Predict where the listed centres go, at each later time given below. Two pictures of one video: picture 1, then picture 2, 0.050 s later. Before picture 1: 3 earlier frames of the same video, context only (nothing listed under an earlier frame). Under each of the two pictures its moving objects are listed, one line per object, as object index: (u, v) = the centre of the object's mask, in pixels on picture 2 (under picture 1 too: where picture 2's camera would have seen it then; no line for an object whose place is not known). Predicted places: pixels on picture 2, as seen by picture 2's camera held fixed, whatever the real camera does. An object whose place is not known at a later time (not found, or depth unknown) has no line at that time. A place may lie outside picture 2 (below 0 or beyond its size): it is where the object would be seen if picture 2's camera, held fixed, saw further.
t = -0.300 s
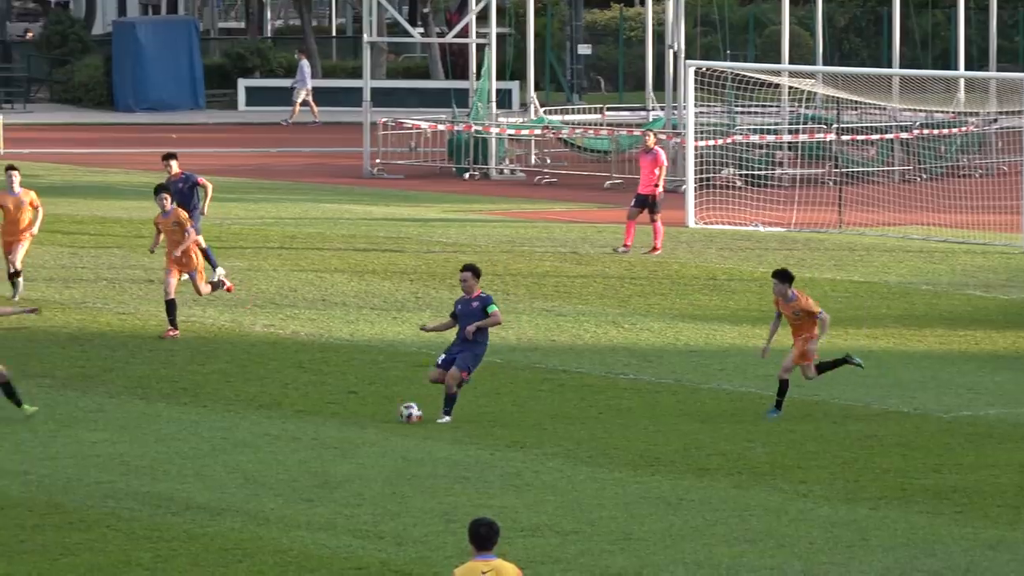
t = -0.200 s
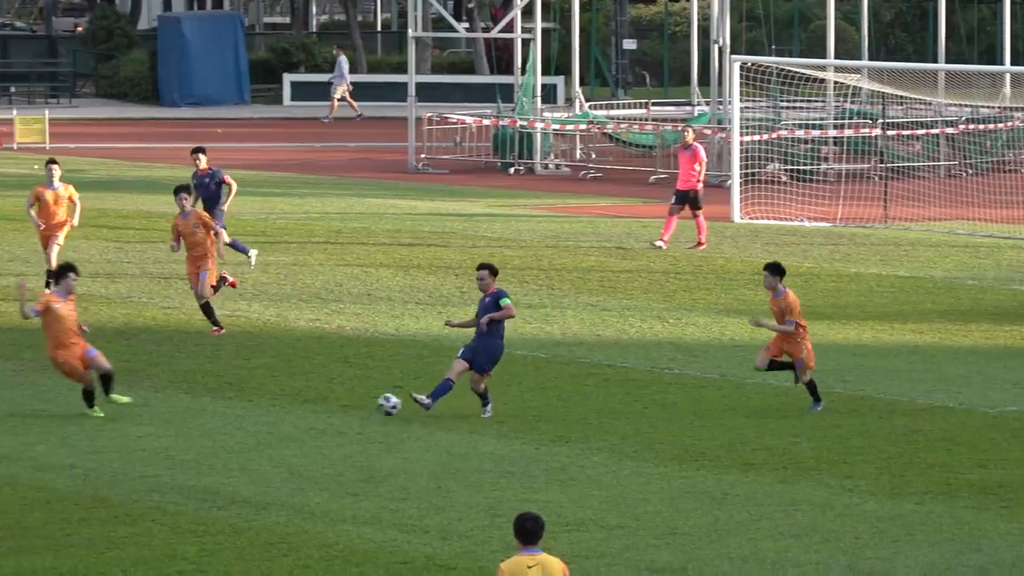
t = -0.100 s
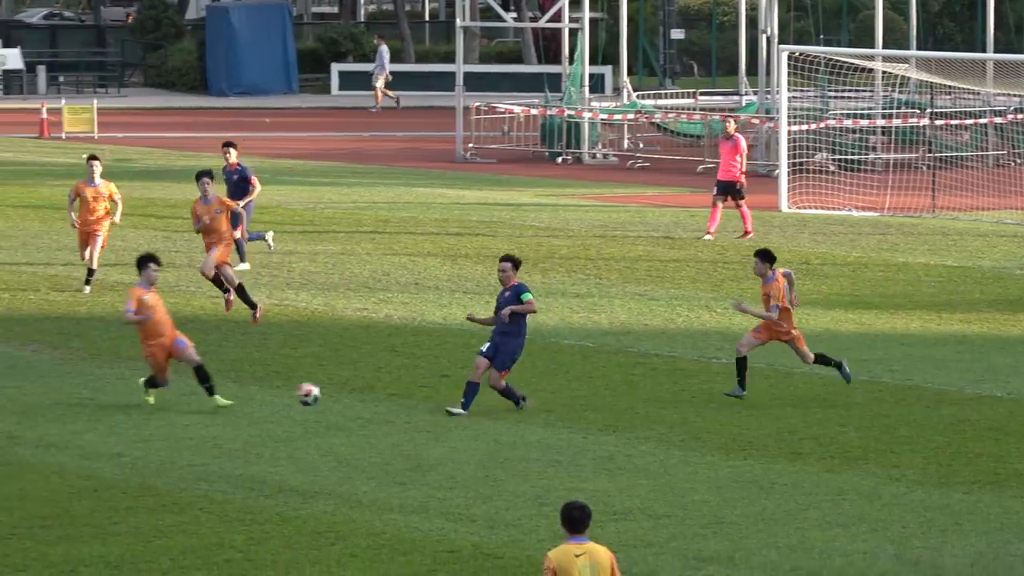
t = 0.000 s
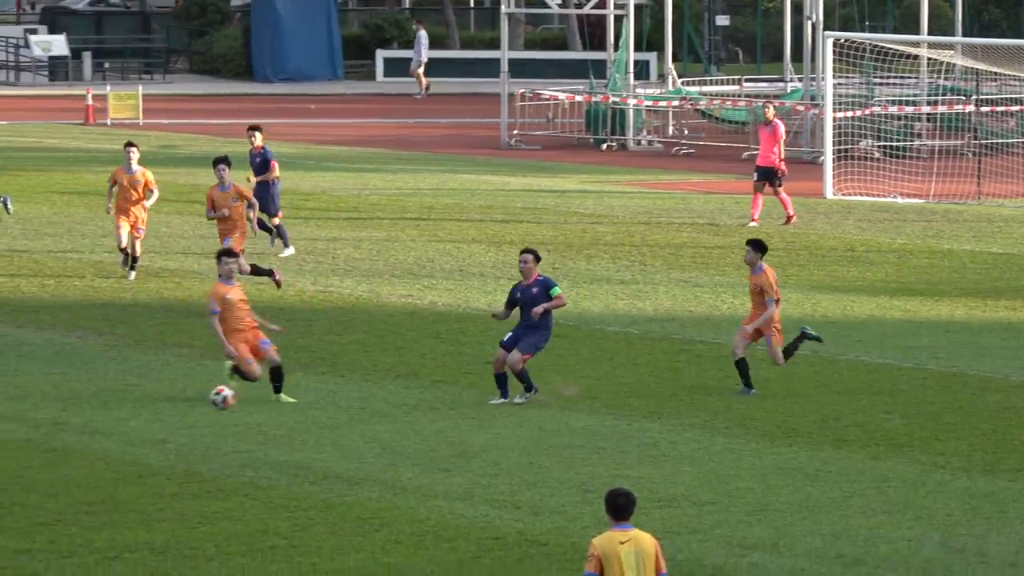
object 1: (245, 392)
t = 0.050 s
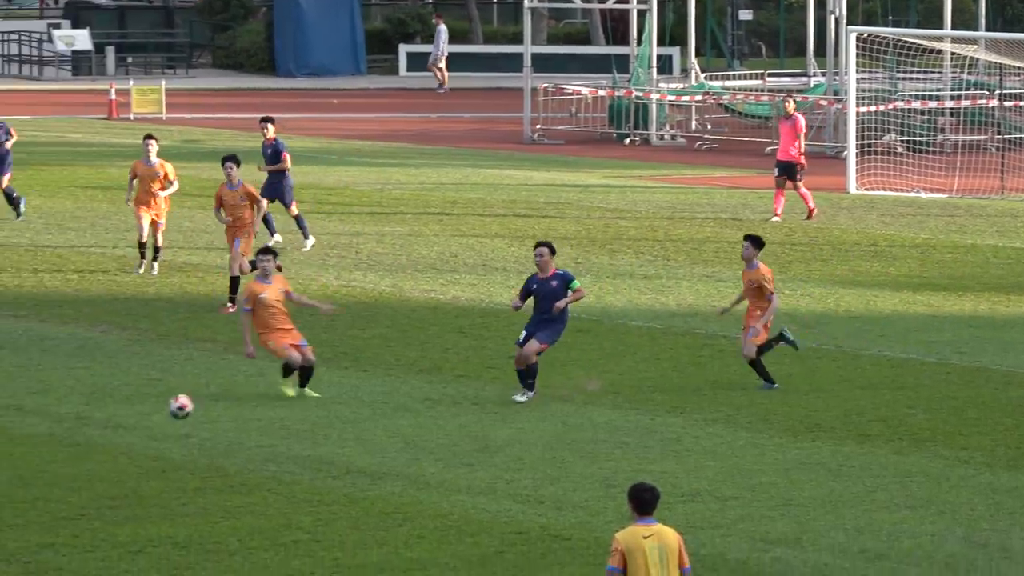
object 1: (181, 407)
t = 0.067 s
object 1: (159, 412)
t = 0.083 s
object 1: (136, 418)
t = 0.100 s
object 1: (115, 425)
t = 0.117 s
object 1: (93, 432)
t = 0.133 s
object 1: (71, 440)
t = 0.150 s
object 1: (48, 448)
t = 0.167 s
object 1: (25, 458)
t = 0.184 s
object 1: (1, 468)
